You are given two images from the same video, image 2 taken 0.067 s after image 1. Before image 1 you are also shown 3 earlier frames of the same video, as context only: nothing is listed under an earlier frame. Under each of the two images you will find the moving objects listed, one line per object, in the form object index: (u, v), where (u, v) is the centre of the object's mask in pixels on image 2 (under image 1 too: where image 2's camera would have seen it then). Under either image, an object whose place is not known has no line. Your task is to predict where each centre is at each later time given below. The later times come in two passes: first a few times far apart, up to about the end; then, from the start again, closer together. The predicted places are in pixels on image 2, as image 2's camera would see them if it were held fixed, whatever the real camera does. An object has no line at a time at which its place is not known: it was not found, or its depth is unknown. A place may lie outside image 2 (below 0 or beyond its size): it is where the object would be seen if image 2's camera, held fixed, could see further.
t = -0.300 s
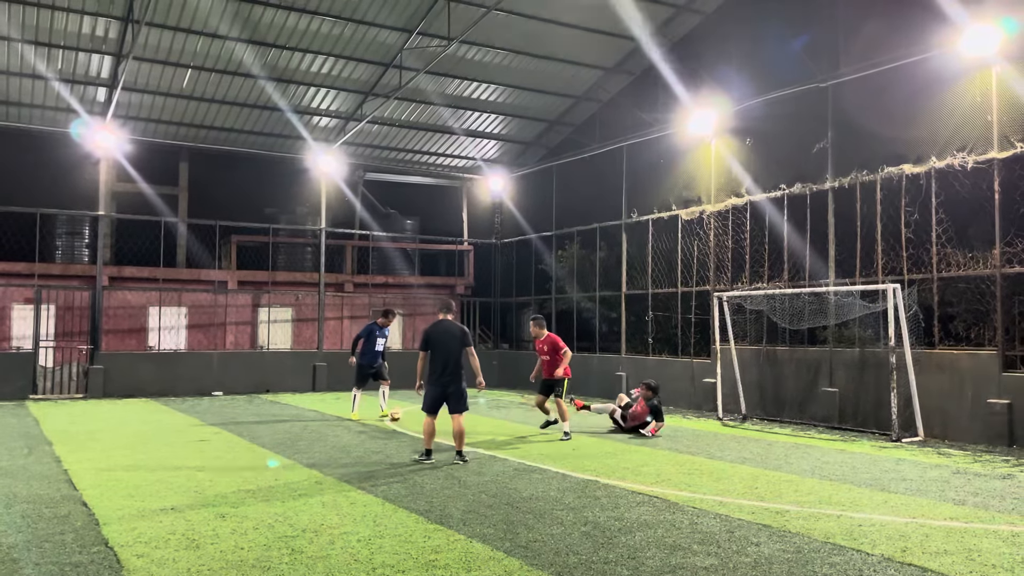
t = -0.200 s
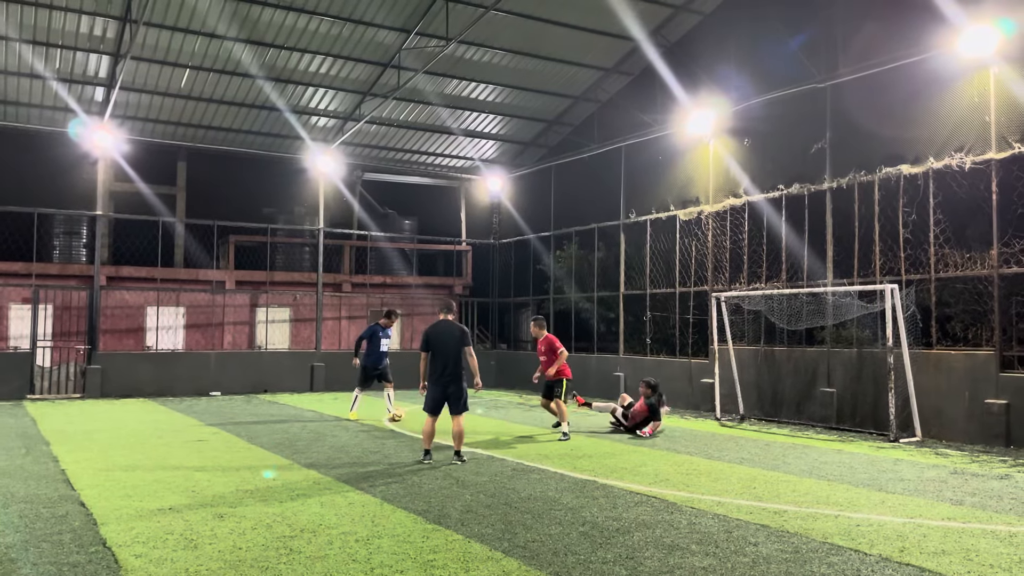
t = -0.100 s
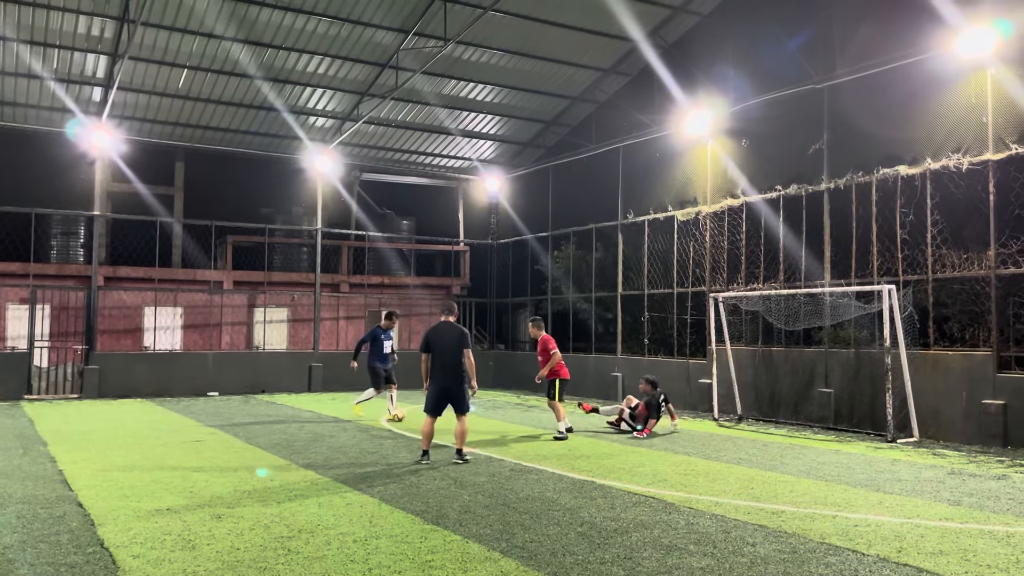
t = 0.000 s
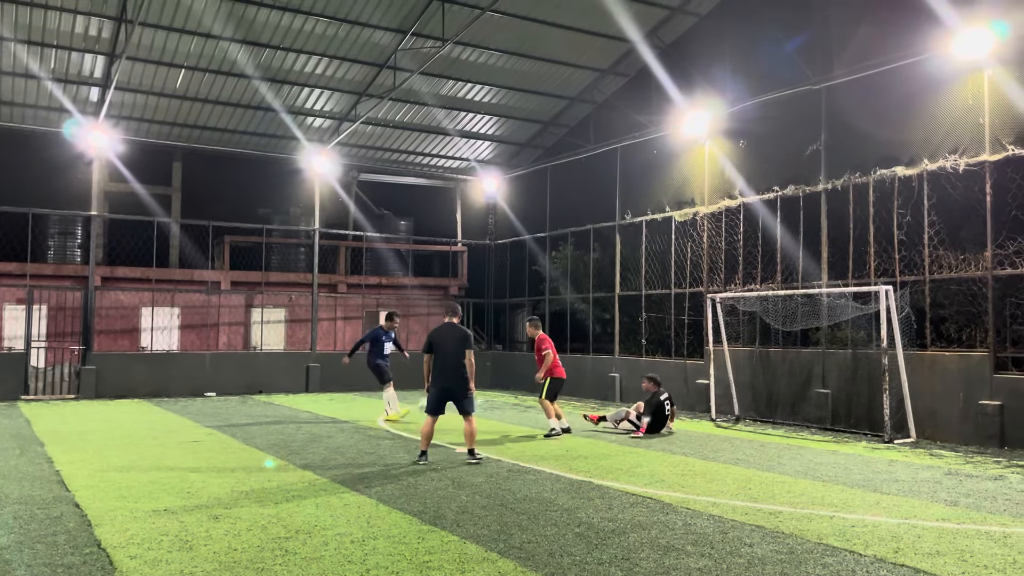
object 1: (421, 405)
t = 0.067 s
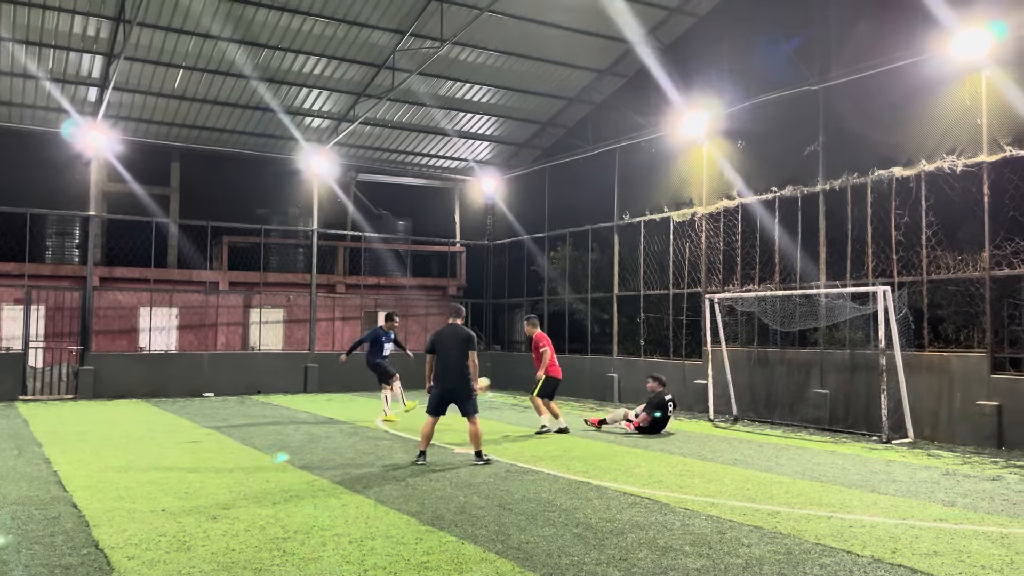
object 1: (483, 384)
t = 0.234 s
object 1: (617, 347)
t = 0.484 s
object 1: (810, 325)
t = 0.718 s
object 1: (810, 338)
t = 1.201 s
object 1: (833, 415)
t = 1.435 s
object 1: (841, 416)
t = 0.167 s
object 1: (563, 359)
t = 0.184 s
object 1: (576, 356)
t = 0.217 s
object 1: (603, 349)
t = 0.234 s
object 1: (617, 347)
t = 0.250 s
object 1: (630, 344)
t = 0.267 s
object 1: (643, 342)
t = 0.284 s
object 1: (657, 340)
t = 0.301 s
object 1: (670, 337)
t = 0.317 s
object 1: (683, 335)
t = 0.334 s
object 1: (697, 333)
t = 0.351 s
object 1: (712, 332)
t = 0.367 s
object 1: (724, 331)
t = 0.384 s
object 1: (736, 329)
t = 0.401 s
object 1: (751, 328)
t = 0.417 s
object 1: (763, 327)
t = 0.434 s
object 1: (777, 326)
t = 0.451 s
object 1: (789, 325)
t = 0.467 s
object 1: (799, 324)
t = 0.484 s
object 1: (810, 325)
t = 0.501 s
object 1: (814, 326)
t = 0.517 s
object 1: (812, 327)
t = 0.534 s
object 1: (813, 328)
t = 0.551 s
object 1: (809, 329)
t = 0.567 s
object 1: (806, 330)
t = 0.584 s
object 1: (804, 331)
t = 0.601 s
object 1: (804, 331)
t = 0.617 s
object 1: (804, 331)
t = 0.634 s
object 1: (805, 332)
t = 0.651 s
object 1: (806, 333)
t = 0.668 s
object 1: (807, 334)
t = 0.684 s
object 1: (808, 335)
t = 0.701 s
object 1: (809, 337)
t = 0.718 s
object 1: (810, 338)
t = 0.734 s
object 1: (811, 340)
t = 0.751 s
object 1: (812, 342)
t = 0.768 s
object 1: (813, 344)
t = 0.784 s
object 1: (814, 346)
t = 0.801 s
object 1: (815, 349)
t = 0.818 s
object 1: (815, 352)
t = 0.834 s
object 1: (816, 354)
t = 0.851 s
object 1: (817, 358)
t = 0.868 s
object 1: (818, 361)
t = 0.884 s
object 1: (819, 365)
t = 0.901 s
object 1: (820, 368)
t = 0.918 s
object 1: (821, 373)
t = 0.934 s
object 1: (821, 377)
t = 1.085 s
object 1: (829, 425)
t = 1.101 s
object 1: (830, 426)
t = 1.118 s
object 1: (831, 424)
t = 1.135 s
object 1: (831, 422)
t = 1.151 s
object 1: (832, 420)
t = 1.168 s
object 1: (832, 418)
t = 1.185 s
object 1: (833, 416)
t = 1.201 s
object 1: (833, 415)
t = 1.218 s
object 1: (834, 414)
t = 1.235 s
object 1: (835, 413)
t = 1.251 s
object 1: (835, 411)
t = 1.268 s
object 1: (836, 411)
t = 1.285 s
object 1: (837, 411)
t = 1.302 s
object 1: (837, 410)
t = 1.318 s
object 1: (838, 411)
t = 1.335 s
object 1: (838, 411)
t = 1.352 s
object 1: (839, 411)
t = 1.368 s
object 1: (839, 412)
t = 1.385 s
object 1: (840, 413)
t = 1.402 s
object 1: (840, 413)
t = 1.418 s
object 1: (841, 415)
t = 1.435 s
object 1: (841, 416)
